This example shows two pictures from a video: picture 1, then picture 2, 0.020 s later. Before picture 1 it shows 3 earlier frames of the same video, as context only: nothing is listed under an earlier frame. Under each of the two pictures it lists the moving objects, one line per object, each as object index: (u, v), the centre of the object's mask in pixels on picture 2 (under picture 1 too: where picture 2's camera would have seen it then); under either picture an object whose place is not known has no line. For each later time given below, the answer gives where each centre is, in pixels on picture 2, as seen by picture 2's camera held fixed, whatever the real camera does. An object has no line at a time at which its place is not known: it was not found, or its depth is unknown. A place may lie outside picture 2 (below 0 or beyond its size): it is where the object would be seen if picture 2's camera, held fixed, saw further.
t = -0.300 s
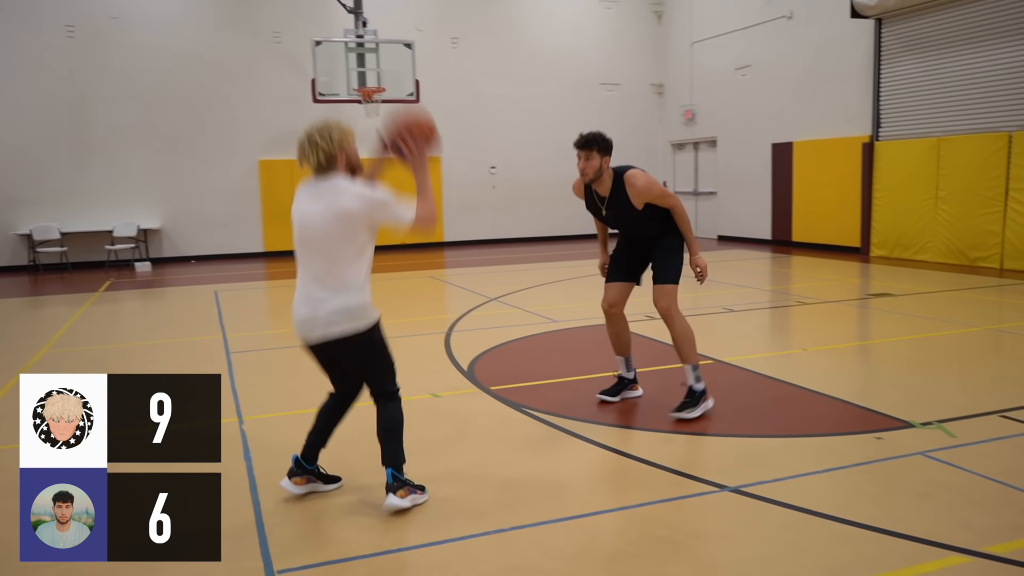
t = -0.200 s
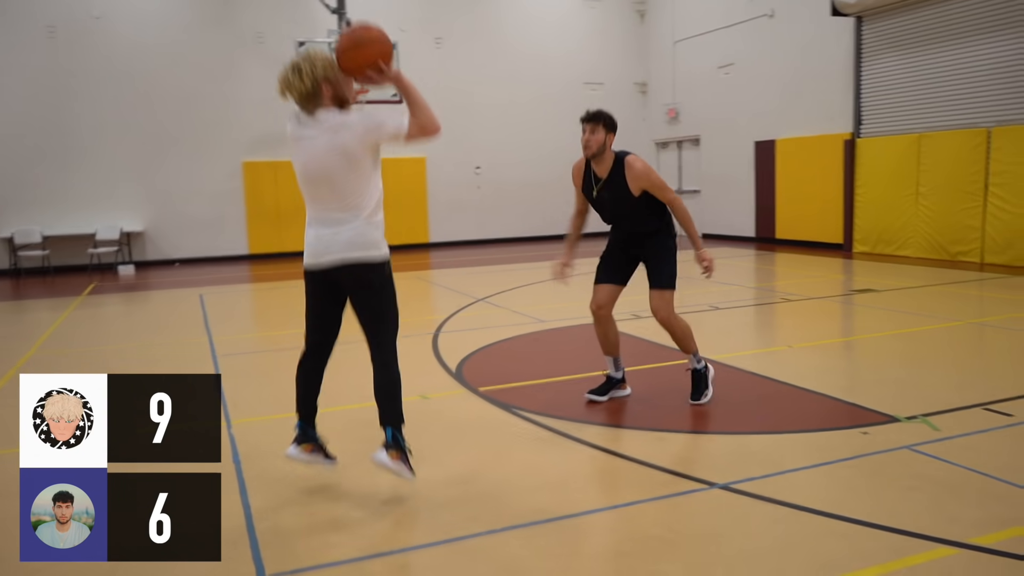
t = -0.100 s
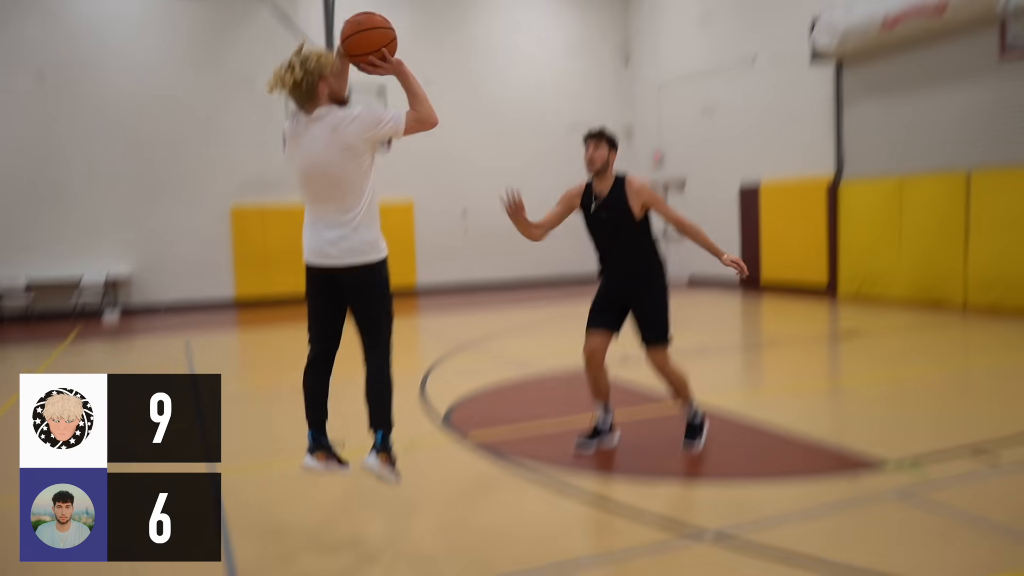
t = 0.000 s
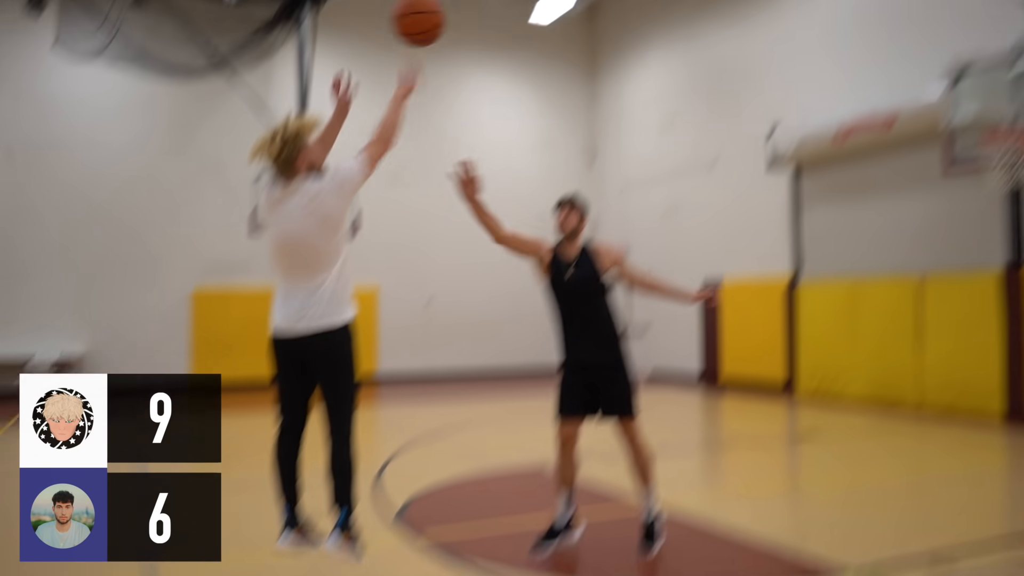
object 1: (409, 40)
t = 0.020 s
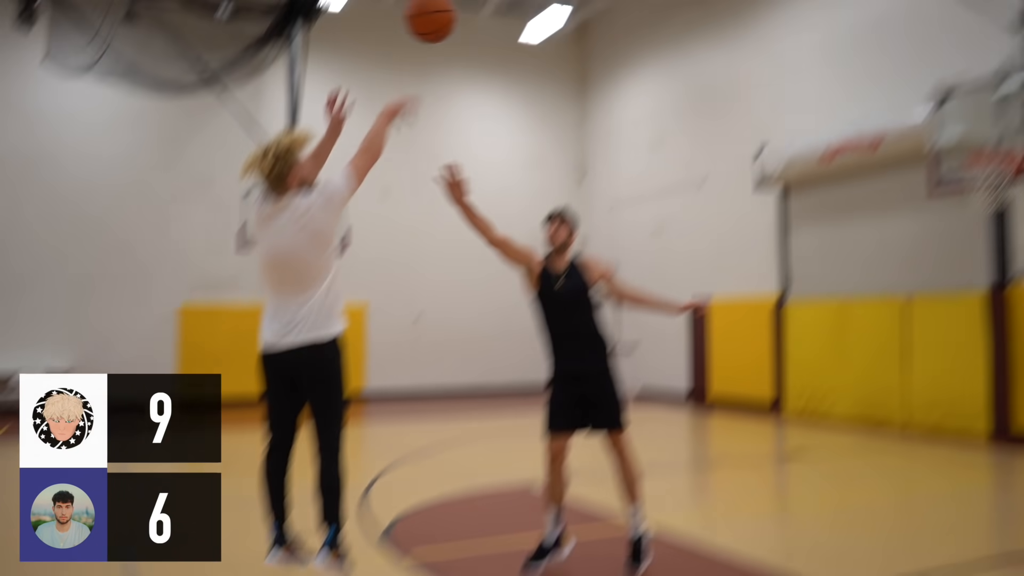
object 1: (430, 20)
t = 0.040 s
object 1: (450, 0)
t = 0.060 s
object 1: (469, -19)
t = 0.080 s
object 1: (488, -37)
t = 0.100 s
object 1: (506, -54)
